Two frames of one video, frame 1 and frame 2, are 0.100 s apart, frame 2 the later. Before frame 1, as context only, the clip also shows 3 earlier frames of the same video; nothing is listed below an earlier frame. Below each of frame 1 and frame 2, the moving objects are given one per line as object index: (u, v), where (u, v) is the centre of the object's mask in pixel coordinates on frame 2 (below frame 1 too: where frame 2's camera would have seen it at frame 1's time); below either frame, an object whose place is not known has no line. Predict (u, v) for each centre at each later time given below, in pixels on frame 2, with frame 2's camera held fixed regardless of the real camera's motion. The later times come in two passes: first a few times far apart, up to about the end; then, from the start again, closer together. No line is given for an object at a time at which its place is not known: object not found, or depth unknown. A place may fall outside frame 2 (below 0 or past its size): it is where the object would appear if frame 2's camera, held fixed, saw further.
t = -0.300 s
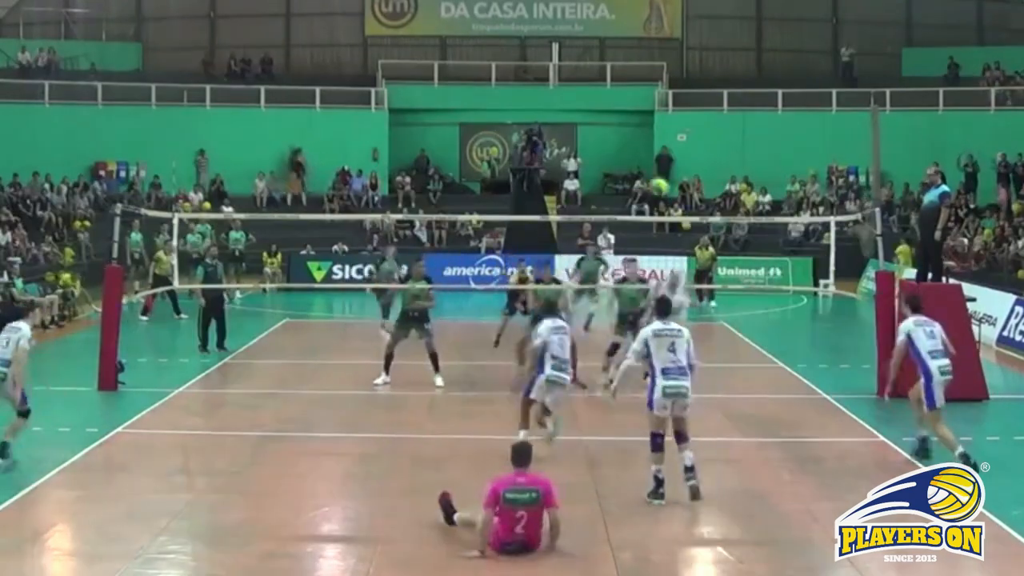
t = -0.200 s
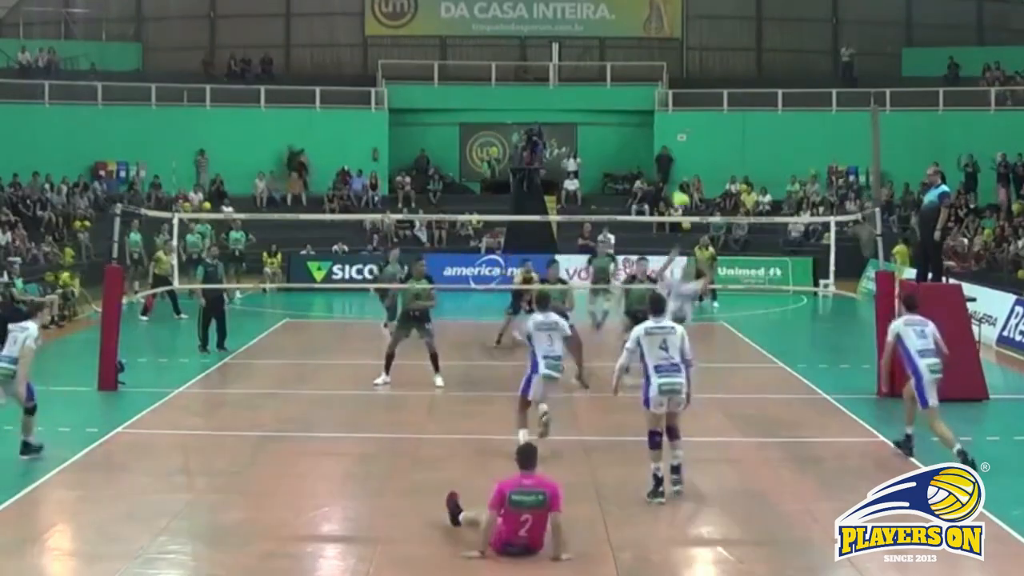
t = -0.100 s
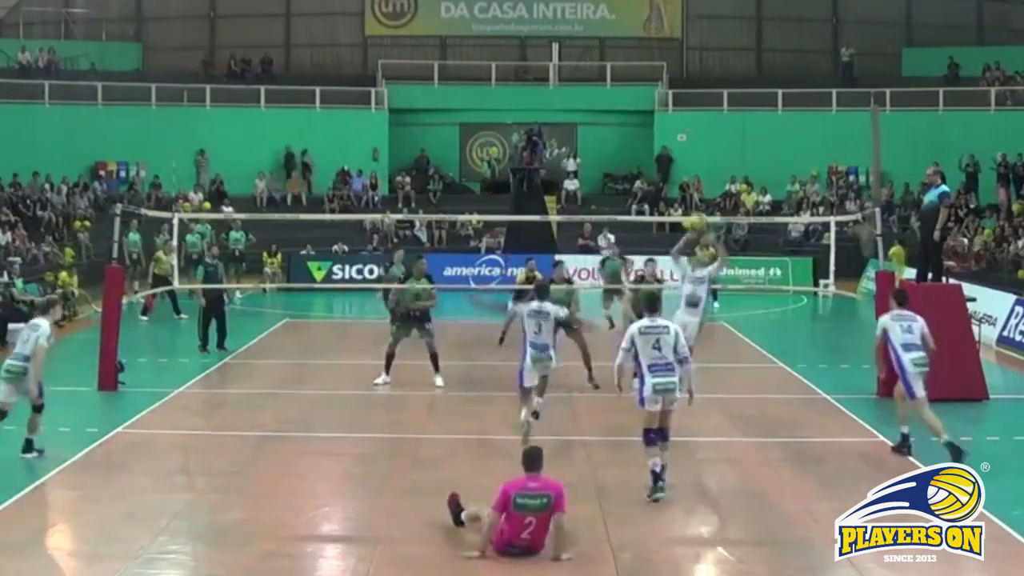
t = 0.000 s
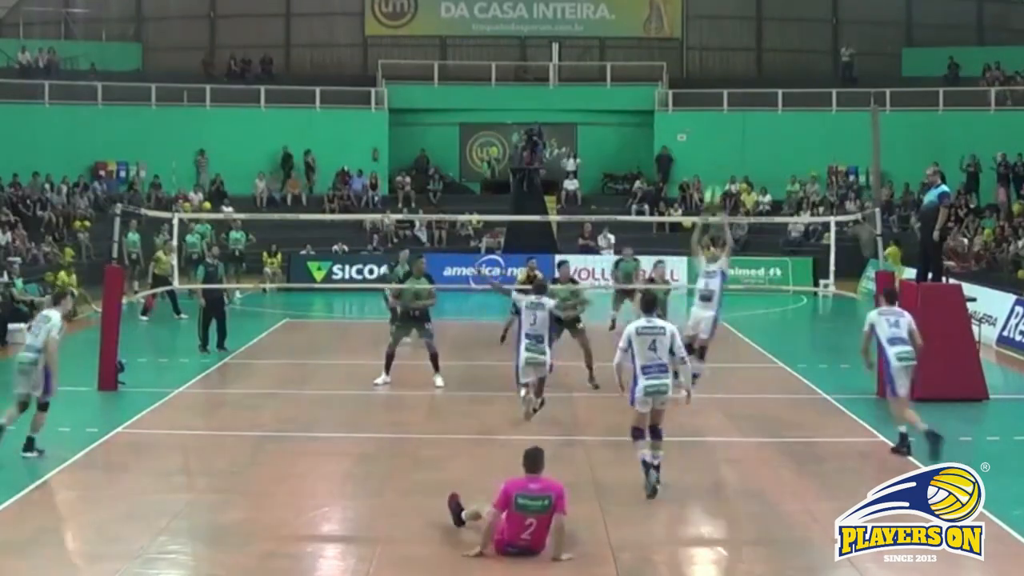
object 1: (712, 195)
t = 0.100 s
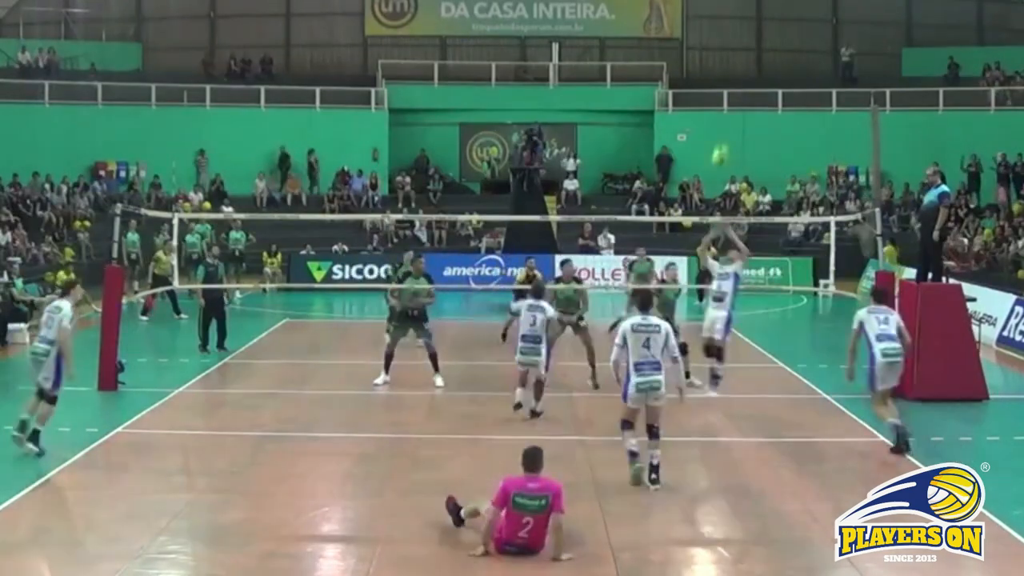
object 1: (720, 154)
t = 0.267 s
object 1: (731, 102)
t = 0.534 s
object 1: (752, 65)
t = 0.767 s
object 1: (768, 74)
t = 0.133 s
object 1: (721, 142)
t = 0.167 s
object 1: (724, 130)
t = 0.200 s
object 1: (725, 120)
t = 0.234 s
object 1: (728, 110)
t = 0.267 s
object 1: (731, 102)
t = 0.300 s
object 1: (734, 94)
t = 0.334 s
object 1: (737, 88)
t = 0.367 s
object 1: (739, 81)
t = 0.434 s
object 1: (745, 73)
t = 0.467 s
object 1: (747, 69)
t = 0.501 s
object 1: (749, 67)
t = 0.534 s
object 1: (752, 65)
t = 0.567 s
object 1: (754, 64)
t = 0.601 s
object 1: (756, 64)
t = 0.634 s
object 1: (759, 65)
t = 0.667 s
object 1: (761, 66)
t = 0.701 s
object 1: (763, 68)
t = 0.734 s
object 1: (766, 71)
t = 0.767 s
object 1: (768, 74)
